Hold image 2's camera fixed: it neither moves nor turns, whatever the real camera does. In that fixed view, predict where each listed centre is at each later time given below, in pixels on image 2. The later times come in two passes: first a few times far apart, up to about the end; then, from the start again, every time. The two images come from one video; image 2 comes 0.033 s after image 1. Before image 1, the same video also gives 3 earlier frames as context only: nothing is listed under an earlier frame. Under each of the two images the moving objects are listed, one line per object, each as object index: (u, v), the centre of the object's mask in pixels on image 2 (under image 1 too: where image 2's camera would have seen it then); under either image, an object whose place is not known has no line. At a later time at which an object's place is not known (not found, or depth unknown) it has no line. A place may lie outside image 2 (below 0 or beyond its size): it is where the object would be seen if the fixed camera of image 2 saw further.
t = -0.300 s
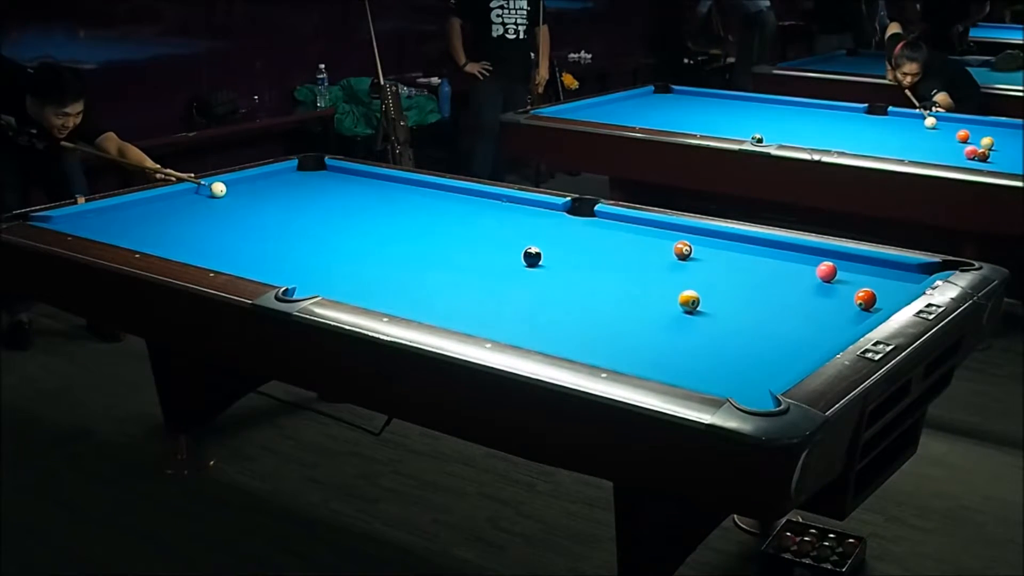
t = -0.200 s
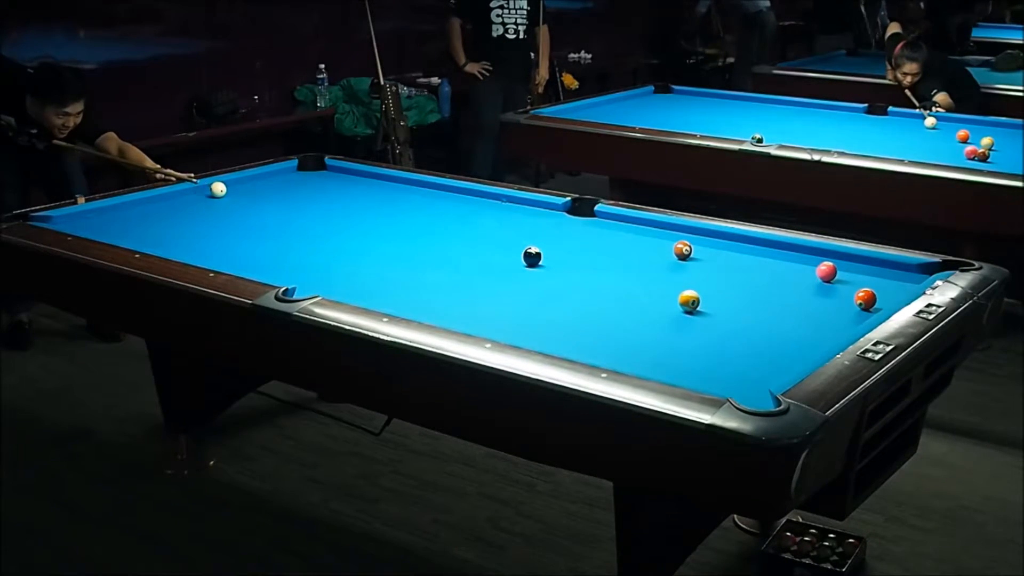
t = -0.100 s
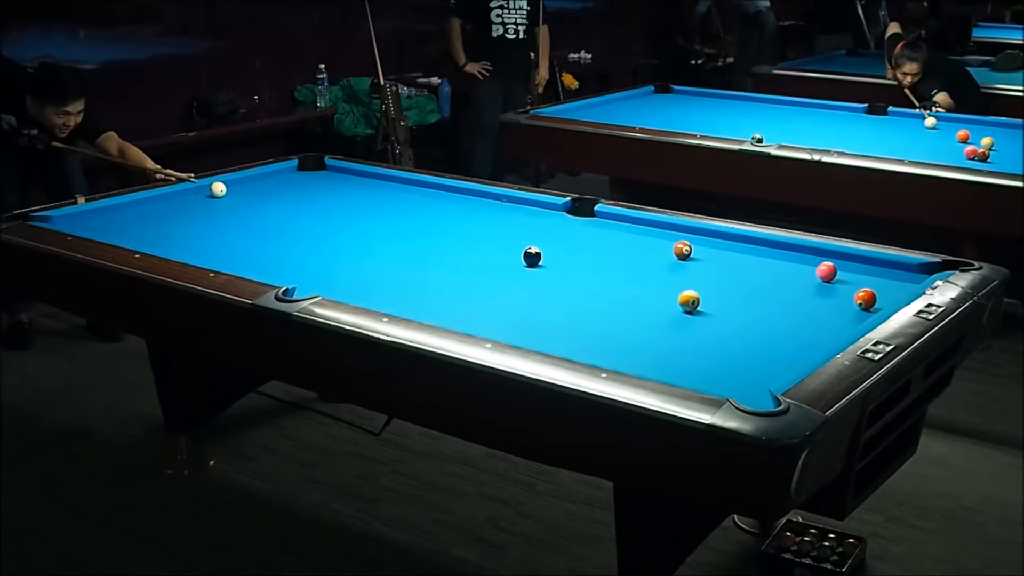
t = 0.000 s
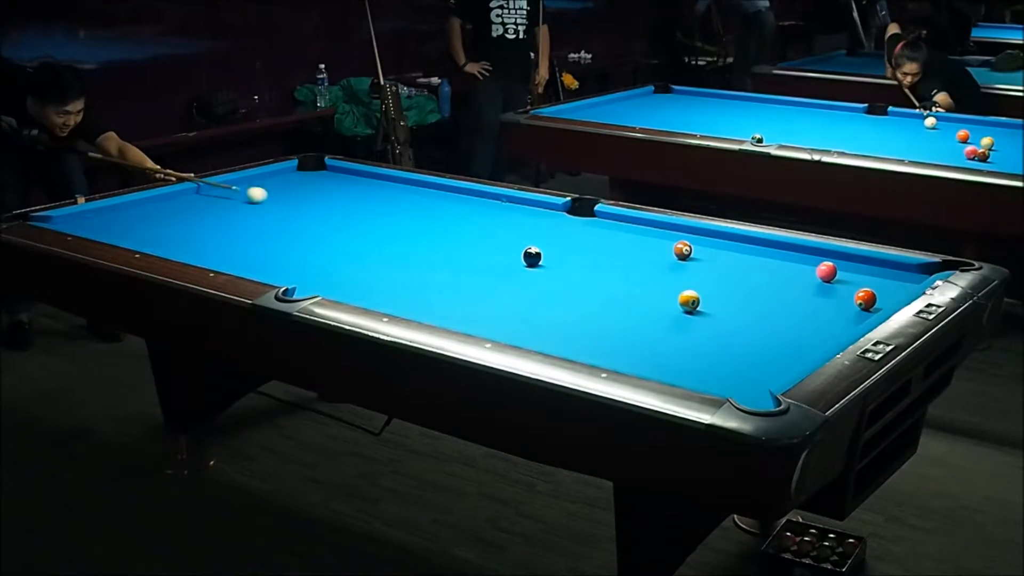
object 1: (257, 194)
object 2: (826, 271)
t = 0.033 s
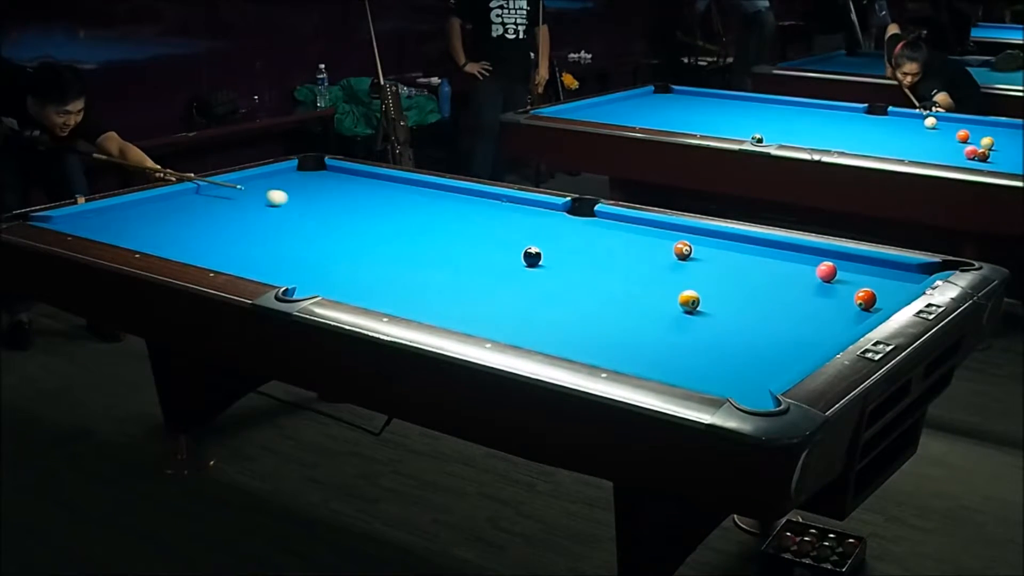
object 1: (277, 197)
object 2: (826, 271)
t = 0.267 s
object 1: (428, 220)
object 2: (827, 271)
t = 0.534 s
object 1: (624, 248)
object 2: (827, 271)
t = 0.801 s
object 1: (854, 281)
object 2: (826, 271)
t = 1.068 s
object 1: (829, 277)
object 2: (784, 257)
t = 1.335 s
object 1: (799, 278)
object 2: (714, 235)
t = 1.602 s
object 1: (771, 279)
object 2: (649, 225)
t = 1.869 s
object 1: (744, 279)
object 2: (587, 219)
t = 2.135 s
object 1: (720, 280)
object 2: (529, 212)
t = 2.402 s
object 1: (699, 280)
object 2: (475, 207)
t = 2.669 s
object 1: (679, 280)
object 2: (424, 201)
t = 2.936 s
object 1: (662, 281)
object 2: (377, 196)
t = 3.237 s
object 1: (644, 281)
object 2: (327, 191)
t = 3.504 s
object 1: (631, 282)
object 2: (286, 186)
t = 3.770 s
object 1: (620, 282)
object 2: (247, 182)
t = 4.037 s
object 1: (611, 282)
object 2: (246, 184)
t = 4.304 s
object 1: (604, 283)
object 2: (261, 189)
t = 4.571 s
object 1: (598, 283)
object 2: (274, 193)
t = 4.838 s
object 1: (596, 283)
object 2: (288, 198)
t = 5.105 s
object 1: (595, 283)
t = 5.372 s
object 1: (595, 283)
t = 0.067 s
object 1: (297, 201)
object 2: (827, 271)
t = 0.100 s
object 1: (318, 204)
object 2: (826, 271)
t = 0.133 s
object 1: (339, 207)
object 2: (827, 271)
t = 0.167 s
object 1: (361, 210)
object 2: (826, 271)
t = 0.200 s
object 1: (383, 213)
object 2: (827, 271)
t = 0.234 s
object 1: (405, 216)
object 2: (827, 271)
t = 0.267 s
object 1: (428, 220)
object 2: (827, 271)
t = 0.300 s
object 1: (451, 223)
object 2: (826, 271)
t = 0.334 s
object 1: (474, 226)
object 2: (826, 271)
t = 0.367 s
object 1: (498, 230)
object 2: (827, 271)
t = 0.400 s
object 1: (523, 233)
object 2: (827, 271)
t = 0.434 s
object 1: (547, 237)
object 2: (827, 271)
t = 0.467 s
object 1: (572, 240)
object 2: (827, 271)
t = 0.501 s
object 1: (598, 244)
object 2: (827, 271)
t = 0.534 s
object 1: (624, 248)
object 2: (827, 271)
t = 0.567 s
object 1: (651, 252)
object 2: (826, 271)
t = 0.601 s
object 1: (678, 255)
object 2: (826, 271)
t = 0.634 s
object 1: (706, 259)
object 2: (826, 272)
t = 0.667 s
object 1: (734, 264)
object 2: (826, 271)
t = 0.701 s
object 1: (764, 269)
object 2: (827, 271)
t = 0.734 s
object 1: (793, 272)
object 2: (826, 271)
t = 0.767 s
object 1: (824, 277)
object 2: (828, 267)
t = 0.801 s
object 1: (854, 281)
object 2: (826, 271)
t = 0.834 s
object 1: (886, 286)
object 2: (826, 271)
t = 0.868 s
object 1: (895, 287)
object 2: (826, 271)
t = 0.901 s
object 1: (874, 283)
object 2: (826, 271)
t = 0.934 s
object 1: (854, 278)
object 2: (826, 271)
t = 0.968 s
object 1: (840, 276)
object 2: (821, 270)
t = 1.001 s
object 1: (836, 277)
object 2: (808, 266)
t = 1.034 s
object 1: (833, 277)
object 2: (796, 261)
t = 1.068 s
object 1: (829, 277)
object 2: (784, 257)
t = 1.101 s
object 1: (825, 277)
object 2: (773, 254)
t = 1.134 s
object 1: (821, 278)
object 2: (763, 251)
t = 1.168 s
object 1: (817, 278)
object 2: (753, 248)
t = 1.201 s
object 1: (814, 278)
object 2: (745, 245)
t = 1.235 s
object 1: (810, 278)
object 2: (737, 243)
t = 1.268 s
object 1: (806, 278)
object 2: (729, 240)
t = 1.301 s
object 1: (802, 278)
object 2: (722, 238)
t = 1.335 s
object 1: (799, 278)
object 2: (714, 235)
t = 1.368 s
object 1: (795, 278)
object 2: (707, 233)
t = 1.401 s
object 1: (791, 278)
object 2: (699, 231)
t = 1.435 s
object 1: (788, 278)
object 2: (691, 230)
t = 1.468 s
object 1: (784, 278)
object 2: (682, 229)
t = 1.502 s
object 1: (781, 278)
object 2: (674, 228)
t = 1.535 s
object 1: (777, 279)
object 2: (665, 227)
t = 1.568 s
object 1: (774, 279)
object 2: (657, 226)
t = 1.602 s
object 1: (771, 279)
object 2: (649, 225)
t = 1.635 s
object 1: (767, 279)
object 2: (641, 224)
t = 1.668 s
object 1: (764, 279)
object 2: (633, 223)
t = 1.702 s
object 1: (761, 279)
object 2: (625, 223)
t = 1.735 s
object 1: (757, 279)
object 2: (617, 222)
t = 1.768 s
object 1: (754, 279)
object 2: (610, 221)
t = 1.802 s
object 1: (751, 279)
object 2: (602, 220)
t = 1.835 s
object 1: (747, 279)
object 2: (594, 220)
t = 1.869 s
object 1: (744, 279)
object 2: (587, 219)
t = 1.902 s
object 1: (741, 279)
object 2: (580, 218)
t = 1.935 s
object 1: (738, 280)
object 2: (572, 217)
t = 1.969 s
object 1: (735, 279)
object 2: (565, 216)
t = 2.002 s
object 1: (732, 279)
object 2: (558, 216)
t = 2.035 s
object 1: (729, 279)
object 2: (550, 215)
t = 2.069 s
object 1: (726, 280)
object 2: (543, 214)
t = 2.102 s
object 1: (723, 280)
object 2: (536, 213)
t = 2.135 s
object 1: (720, 280)
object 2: (529, 212)
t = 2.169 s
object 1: (718, 280)
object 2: (522, 212)
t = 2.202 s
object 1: (715, 280)
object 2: (515, 211)
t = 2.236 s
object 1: (712, 280)
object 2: (508, 210)
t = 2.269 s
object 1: (709, 280)
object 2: (502, 210)
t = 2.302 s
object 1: (706, 280)
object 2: (495, 209)
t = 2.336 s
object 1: (704, 280)
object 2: (488, 208)
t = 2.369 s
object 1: (701, 280)
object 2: (482, 207)
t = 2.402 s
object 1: (699, 280)
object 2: (475, 207)
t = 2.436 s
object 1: (696, 280)
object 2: (468, 206)
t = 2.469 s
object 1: (694, 280)
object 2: (462, 205)
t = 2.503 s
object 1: (691, 280)
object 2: (456, 205)
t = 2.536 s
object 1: (688, 280)
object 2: (449, 204)
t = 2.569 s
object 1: (686, 280)
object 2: (443, 203)
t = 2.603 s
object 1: (683, 280)
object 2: (437, 202)
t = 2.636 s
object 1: (681, 280)
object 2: (430, 202)
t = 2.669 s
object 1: (679, 280)
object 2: (424, 201)
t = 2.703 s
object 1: (676, 281)
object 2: (418, 200)
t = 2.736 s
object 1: (674, 281)
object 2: (412, 200)
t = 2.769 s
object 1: (672, 281)
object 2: (406, 199)
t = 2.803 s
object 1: (670, 281)
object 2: (400, 198)
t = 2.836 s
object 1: (668, 281)
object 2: (394, 198)
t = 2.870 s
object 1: (666, 281)
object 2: (389, 197)
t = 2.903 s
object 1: (663, 281)
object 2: (383, 197)
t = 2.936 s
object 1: (662, 281)
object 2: (377, 196)
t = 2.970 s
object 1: (660, 281)
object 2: (371, 195)
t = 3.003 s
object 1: (658, 281)
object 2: (366, 195)
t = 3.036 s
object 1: (656, 281)
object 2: (360, 194)
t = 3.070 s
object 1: (654, 281)
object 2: (354, 194)
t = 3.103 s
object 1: (652, 281)
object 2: (349, 193)
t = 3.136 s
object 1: (650, 281)
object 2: (343, 192)
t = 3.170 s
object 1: (648, 281)
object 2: (338, 192)
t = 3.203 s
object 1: (646, 281)
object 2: (333, 191)
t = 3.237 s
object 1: (644, 281)
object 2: (327, 191)
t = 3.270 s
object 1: (643, 282)
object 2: (322, 190)
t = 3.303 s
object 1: (641, 281)
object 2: (317, 190)
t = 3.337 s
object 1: (639, 281)
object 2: (311, 189)
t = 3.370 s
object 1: (637, 282)
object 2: (306, 189)
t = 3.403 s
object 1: (636, 282)
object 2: (301, 188)
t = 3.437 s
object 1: (634, 281)
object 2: (296, 187)
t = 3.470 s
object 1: (632, 281)
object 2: (291, 187)
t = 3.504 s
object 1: (631, 282)
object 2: (286, 186)
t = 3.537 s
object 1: (629, 282)
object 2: (281, 186)
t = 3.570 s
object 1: (628, 282)
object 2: (276, 185)
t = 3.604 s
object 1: (627, 282)
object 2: (271, 185)
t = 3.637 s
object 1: (625, 282)
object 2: (266, 184)
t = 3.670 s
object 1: (624, 282)
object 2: (262, 184)
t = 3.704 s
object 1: (622, 282)
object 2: (257, 183)
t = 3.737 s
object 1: (621, 282)
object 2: (252, 183)
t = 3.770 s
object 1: (620, 282)
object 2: (247, 182)
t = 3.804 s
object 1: (619, 283)
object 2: (242, 181)
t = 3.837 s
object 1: (617, 282)
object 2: (238, 181)
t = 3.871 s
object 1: (616, 282)
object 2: (237, 181)
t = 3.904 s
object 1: (615, 282)
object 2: (239, 182)
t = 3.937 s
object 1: (614, 282)
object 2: (241, 182)
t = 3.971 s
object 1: (613, 282)
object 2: (242, 182)
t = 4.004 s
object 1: (612, 283)
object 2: (245, 183)
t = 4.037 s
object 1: (611, 282)
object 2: (246, 184)
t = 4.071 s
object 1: (610, 283)
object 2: (248, 185)
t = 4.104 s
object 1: (609, 283)
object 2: (250, 185)
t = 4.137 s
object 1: (608, 282)
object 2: (252, 186)
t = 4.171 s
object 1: (607, 283)
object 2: (253, 186)
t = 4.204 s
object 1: (606, 283)
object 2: (255, 187)
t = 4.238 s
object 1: (605, 283)
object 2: (257, 188)
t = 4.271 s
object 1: (605, 283)
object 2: (259, 188)
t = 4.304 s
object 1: (604, 283)
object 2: (261, 189)
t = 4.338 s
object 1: (603, 283)
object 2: (263, 189)
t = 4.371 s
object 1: (602, 283)
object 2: (264, 190)
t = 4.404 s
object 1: (602, 283)
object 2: (266, 191)
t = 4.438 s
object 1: (601, 283)
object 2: (268, 191)
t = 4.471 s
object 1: (600, 283)
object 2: (269, 192)
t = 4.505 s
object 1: (600, 283)
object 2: (271, 192)
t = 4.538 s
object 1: (599, 283)
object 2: (273, 193)
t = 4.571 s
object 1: (598, 283)
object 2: (274, 193)
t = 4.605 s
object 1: (598, 283)
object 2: (276, 194)
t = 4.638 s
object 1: (598, 283)
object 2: (278, 195)
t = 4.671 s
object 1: (597, 283)
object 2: (280, 195)
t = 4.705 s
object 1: (597, 283)
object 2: (281, 196)
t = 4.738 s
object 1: (597, 283)
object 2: (283, 196)
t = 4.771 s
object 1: (596, 283)
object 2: (285, 197)
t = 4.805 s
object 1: (596, 283)
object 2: (286, 197)
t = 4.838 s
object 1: (596, 283)
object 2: (288, 198)
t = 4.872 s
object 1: (596, 283)
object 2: (290, 198)
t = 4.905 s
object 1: (596, 283)
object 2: (292, 199)
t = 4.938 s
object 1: (595, 283)
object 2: (293, 199)
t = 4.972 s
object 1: (595, 283)
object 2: (295, 199)
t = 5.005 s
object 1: (595, 283)
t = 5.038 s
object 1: (595, 283)
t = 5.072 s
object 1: (595, 283)
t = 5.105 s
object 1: (595, 283)
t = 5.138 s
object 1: (594, 283)
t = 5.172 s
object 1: (595, 283)
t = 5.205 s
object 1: (595, 283)
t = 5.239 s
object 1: (595, 283)
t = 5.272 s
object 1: (595, 283)
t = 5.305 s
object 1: (595, 283)
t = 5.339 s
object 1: (595, 283)
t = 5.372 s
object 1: (595, 283)
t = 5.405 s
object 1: (595, 283)
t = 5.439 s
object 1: (595, 283)
